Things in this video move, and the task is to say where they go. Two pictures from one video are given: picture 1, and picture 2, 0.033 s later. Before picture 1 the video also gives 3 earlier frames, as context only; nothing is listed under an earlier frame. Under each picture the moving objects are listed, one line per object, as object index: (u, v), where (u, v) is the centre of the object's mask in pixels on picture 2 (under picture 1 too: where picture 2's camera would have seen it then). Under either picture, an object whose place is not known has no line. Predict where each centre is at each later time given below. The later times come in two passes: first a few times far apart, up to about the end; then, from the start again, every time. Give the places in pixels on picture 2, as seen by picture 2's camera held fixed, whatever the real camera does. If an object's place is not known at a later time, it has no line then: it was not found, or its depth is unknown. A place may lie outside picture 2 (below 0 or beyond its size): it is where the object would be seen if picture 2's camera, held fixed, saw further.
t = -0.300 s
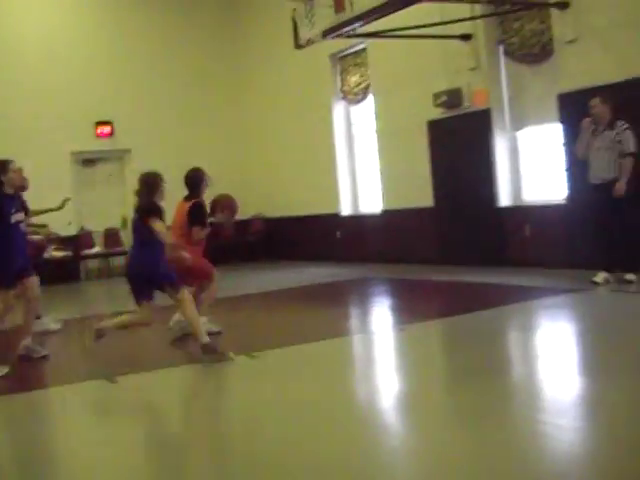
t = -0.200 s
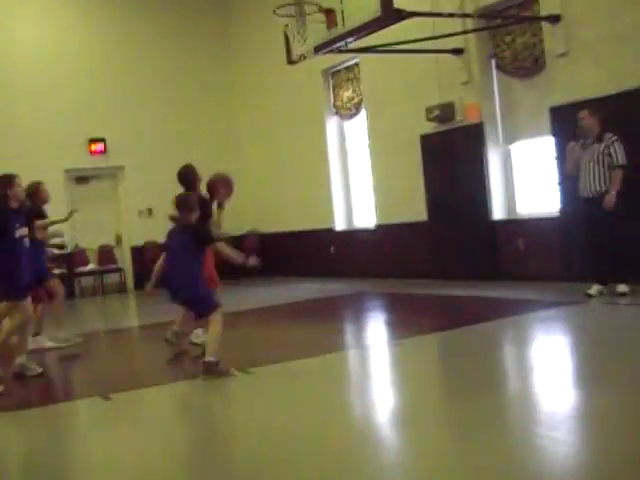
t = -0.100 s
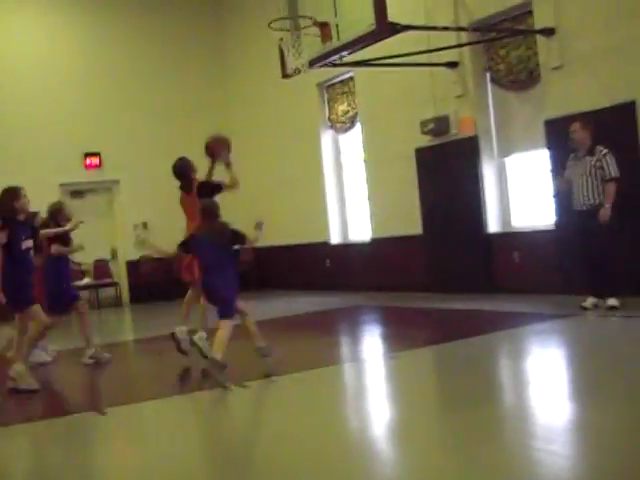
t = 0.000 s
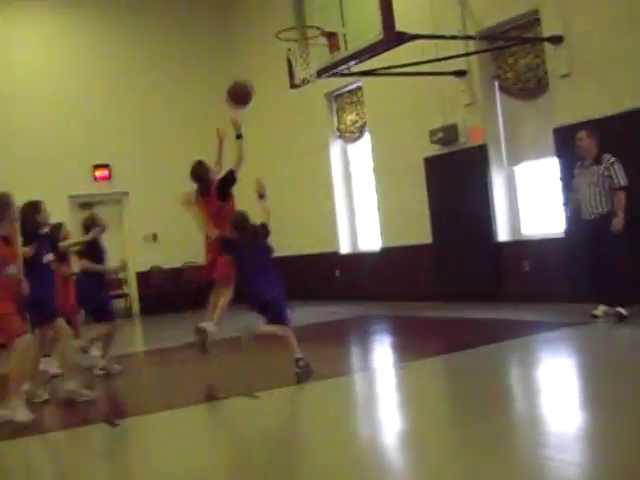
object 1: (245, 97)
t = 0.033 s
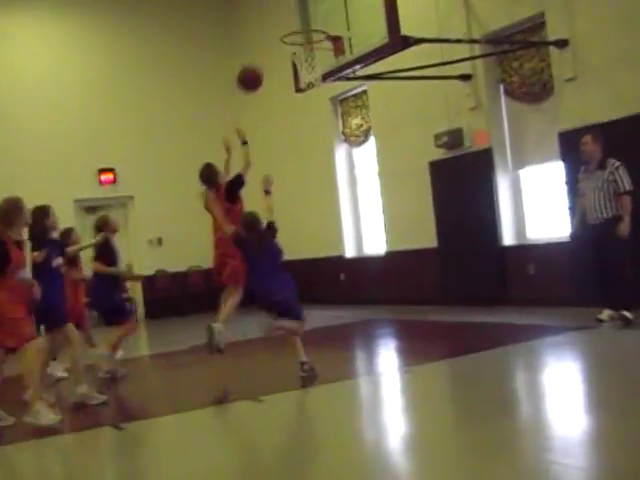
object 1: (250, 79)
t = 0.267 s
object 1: (287, -9)
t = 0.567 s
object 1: (328, -30)
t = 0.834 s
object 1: (280, 24)
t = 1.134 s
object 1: (234, 24)
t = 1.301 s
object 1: (212, 65)
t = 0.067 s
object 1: (255, 61)
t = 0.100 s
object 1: (261, 46)
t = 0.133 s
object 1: (265, 31)
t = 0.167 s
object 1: (271, 19)
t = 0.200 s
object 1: (276, 8)
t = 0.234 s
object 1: (282, -2)
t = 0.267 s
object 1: (287, -9)
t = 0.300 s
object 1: (292, -14)
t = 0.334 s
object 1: (299, -19)
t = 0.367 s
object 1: (303, -24)
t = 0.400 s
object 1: (309, -29)
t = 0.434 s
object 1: (314, -32)
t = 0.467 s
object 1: (320, -34)
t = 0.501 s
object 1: (325, -33)
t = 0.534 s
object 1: (330, -32)
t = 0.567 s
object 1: (328, -30)
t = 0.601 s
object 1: (322, -27)
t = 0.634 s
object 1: (315, -23)
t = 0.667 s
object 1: (309, -17)
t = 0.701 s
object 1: (303, -9)
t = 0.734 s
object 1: (297, -3)
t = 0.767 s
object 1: (291, 6)
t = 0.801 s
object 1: (285, 16)
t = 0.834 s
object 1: (280, 24)
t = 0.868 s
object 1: (274, 20)
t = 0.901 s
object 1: (268, 16)
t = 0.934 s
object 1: (263, 14)
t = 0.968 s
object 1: (258, 13)
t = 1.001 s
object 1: (253, 13)
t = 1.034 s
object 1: (248, 15)
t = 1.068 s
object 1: (243, 17)
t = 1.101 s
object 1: (238, 21)
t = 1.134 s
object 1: (234, 24)
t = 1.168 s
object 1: (229, 30)
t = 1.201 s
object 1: (225, 37)
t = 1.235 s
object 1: (220, 45)
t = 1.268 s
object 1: (216, 54)
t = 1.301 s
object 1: (212, 65)
